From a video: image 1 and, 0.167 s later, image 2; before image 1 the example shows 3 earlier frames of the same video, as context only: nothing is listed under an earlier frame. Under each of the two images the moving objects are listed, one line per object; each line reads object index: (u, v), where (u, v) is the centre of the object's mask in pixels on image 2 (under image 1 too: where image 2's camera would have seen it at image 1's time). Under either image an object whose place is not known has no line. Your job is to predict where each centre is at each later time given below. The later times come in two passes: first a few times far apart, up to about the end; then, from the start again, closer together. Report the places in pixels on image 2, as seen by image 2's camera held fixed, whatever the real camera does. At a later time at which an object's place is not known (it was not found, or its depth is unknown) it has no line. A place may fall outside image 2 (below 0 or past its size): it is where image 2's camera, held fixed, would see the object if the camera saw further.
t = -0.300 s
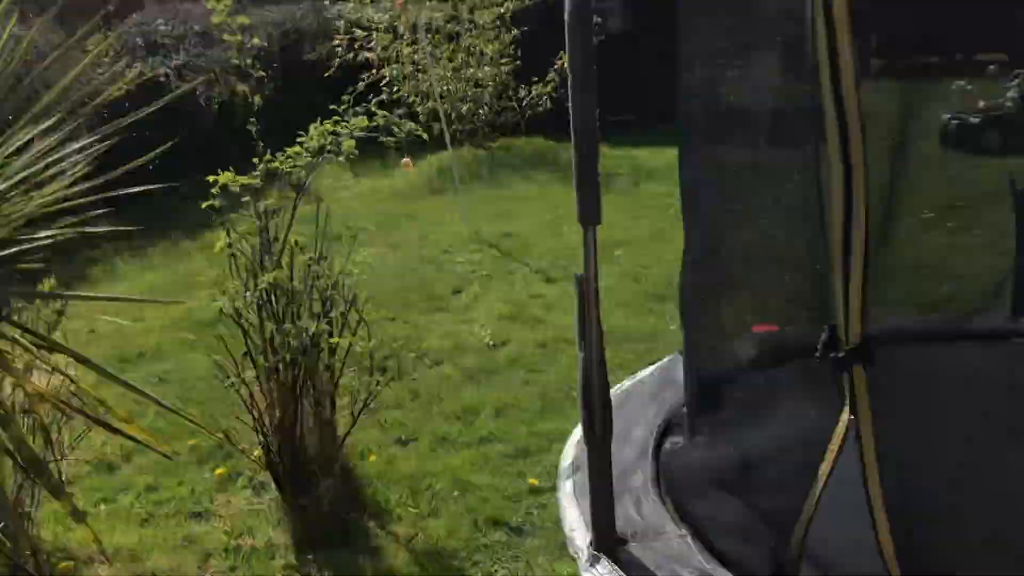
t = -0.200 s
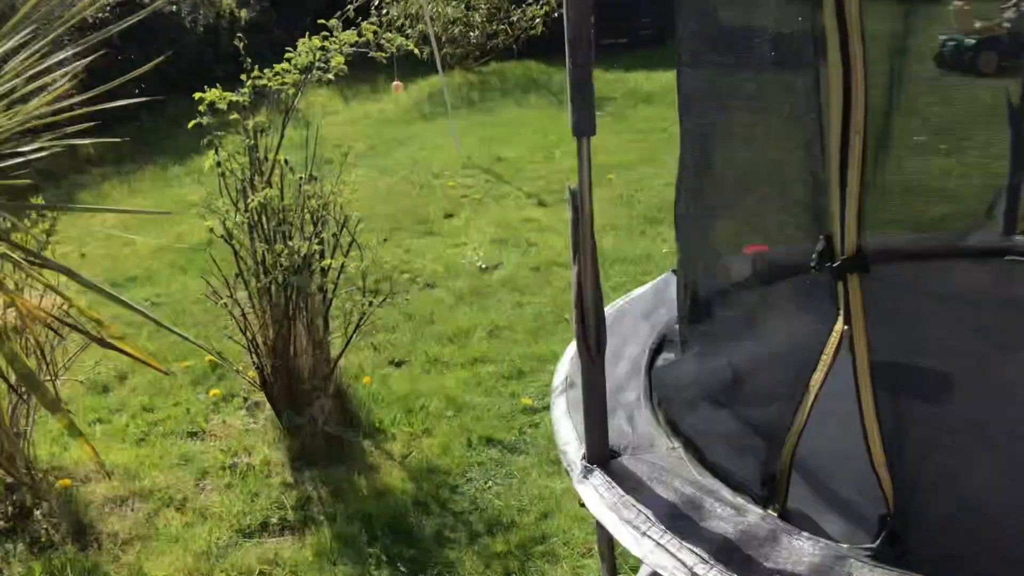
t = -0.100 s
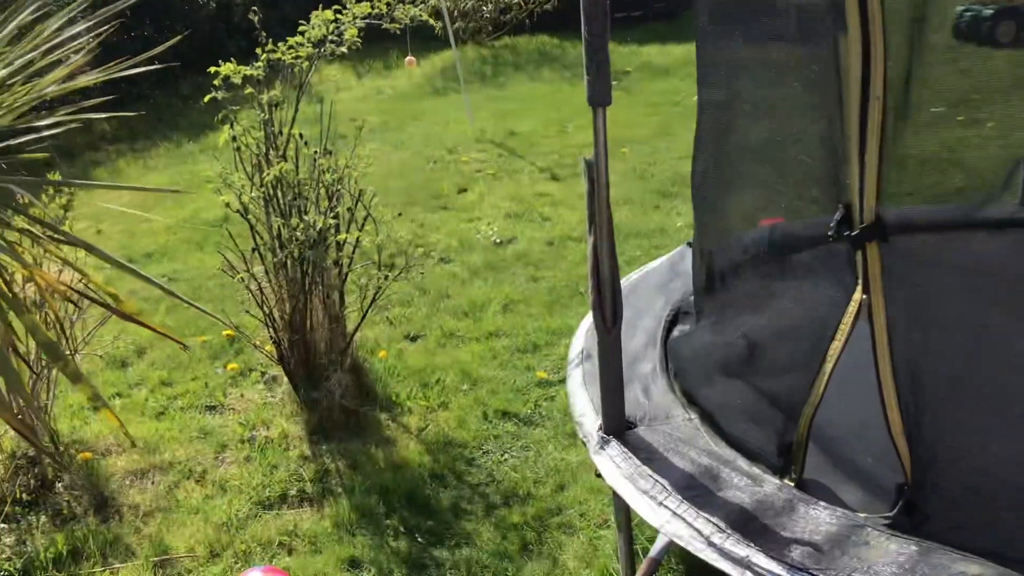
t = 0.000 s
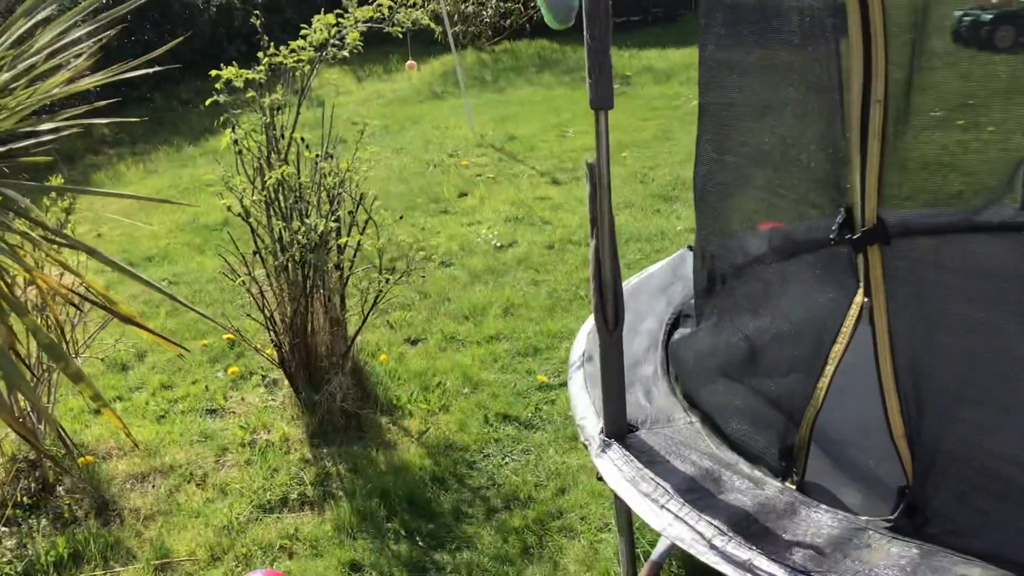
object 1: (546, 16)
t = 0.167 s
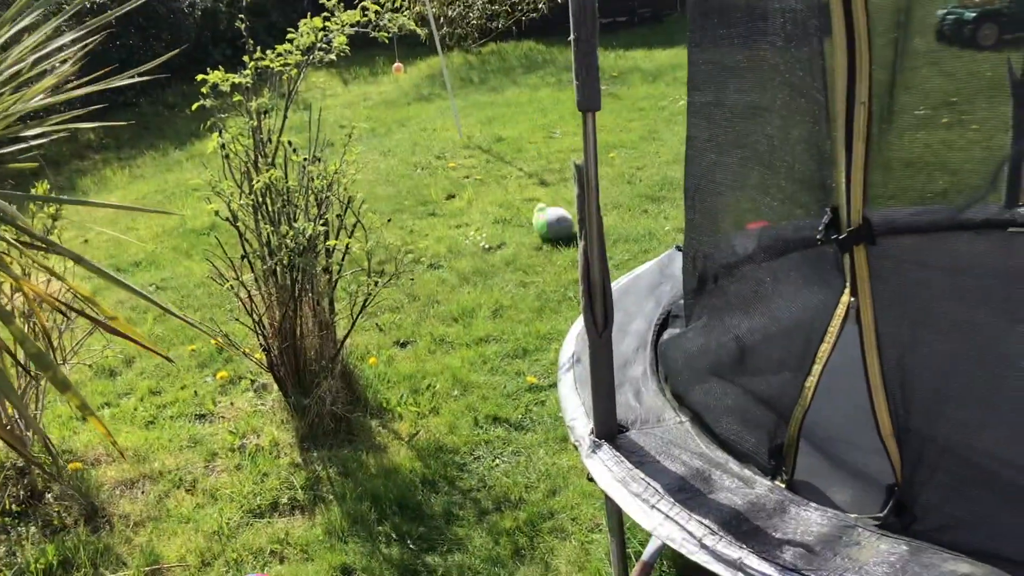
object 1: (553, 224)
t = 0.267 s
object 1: (547, 180)
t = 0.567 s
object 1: (524, 106)
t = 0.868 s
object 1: (509, 227)
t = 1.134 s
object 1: (476, 225)
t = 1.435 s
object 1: (441, 254)
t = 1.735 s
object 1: (427, 260)
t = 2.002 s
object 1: (432, 261)
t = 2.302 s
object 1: (432, 262)
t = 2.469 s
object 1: (432, 262)
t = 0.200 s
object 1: (554, 224)
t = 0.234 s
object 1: (550, 199)
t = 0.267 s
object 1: (547, 180)
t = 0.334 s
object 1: (542, 147)
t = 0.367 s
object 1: (539, 135)
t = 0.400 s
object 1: (537, 124)
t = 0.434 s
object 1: (534, 116)
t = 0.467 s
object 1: (531, 109)
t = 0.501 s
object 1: (528, 106)
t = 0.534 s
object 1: (526, 104)
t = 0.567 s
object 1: (524, 106)
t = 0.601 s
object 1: (522, 110)
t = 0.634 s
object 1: (521, 116)
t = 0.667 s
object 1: (518, 125)
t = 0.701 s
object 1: (517, 135)
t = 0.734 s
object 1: (516, 150)
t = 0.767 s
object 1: (514, 165)
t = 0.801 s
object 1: (512, 183)
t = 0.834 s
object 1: (511, 204)
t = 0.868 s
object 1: (509, 227)
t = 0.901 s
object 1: (507, 245)
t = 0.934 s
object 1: (503, 237)
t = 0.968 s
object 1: (499, 231)
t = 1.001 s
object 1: (495, 224)
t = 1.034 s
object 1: (490, 221)
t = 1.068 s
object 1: (485, 219)
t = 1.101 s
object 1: (481, 221)
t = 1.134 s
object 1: (476, 225)
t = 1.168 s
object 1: (472, 230)
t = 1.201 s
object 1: (468, 240)
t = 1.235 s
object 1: (464, 248)
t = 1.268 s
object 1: (461, 250)
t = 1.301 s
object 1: (457, 247)
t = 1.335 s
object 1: (453, 245)
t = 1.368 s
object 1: (449, 247)
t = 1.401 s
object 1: (446, 250)
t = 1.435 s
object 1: (441, 254)
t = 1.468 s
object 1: (437, 255)
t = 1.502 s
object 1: (431, 258)
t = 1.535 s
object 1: (428, 259)
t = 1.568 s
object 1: (427, 259)
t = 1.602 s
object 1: (427, 259)
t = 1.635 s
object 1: (426, 259)
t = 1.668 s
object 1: (426, 259)
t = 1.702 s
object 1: (427, 260)
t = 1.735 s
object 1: (427, 260)
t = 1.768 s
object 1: (429, 261)
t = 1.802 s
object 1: (429, 261)
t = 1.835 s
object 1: (432, 261)
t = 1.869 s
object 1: (432, 261)
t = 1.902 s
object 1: (432, 261)
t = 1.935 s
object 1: (432, 261)
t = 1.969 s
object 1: (432, 262)
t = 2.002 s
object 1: (432, 261)
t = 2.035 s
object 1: (432, 261)
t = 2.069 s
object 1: (432, 261)
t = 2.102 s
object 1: (432, 261)
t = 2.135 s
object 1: (432, 261)
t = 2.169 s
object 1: (432, 261)
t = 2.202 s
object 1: (432, 261)
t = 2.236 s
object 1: (432, 261)
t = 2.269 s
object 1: (432, 261)
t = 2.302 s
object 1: (432, 262)
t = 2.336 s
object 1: (432, 262)
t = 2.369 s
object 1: (432, 262)
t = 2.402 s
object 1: (432, 261)
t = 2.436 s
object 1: (432, 261)
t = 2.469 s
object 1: (432, 262)
